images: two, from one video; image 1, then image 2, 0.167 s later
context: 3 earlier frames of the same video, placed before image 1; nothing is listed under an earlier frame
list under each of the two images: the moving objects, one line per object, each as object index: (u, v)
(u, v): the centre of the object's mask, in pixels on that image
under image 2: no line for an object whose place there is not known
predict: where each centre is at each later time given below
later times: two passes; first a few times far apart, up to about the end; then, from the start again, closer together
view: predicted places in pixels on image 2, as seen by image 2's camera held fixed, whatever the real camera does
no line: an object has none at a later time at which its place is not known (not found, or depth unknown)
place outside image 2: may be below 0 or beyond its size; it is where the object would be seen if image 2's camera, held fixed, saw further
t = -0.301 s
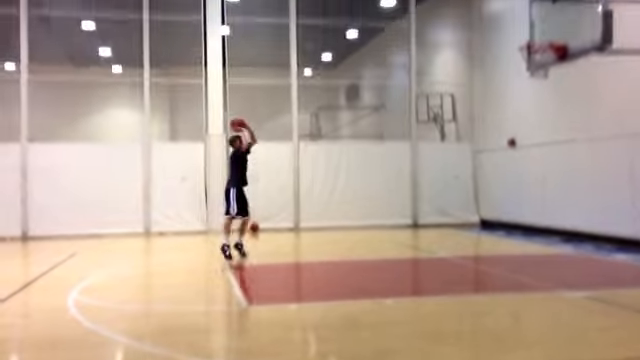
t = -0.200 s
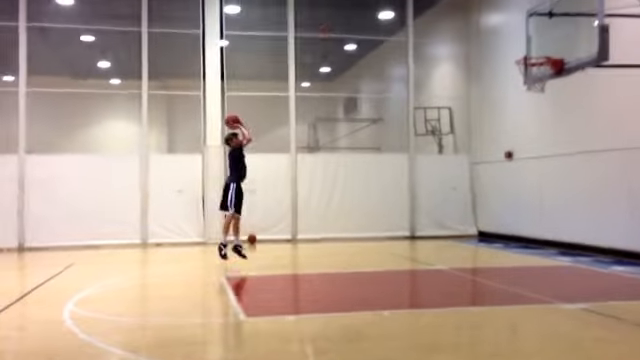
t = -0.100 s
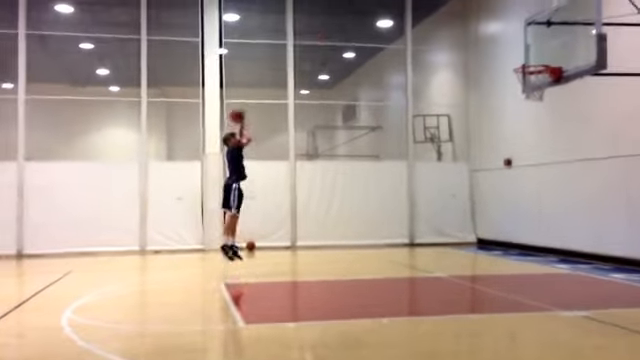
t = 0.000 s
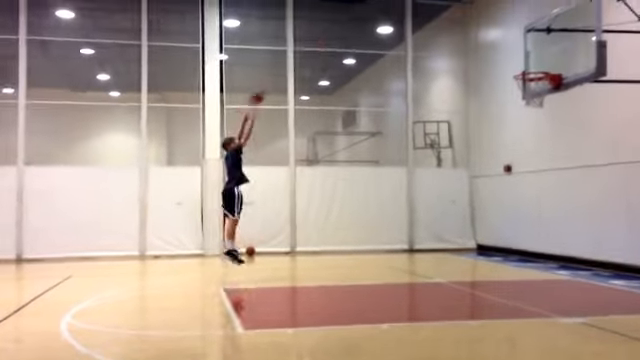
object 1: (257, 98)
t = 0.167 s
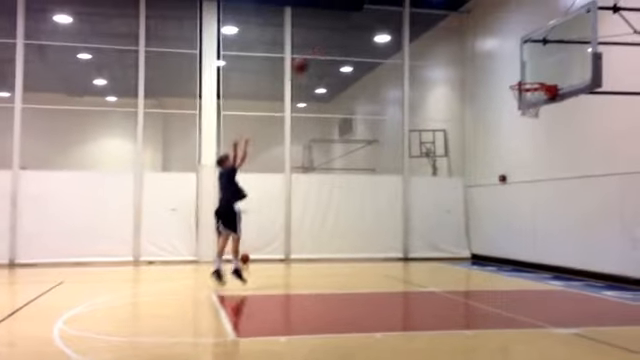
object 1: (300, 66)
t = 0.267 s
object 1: (329, 49)
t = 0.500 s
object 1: (400, 36)
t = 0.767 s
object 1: (487, 63)
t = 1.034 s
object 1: (525, 98)
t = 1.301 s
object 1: (515, 101)
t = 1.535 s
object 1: (532, 120)
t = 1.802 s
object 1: (554, 174)
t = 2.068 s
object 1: (577, 279)
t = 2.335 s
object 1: (587, 230)
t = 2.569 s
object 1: (595, 197)
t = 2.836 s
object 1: (606, 207)
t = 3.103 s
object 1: (617, 270)
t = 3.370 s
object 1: (625, 257)
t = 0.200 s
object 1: (310, 59)
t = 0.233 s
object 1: (319, 54)
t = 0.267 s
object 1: (329, 49)
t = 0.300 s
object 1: (337, 46)
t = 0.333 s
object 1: (349, 43)
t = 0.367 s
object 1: (359, 40)
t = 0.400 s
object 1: (368, 38)
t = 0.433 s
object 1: (377, 36)
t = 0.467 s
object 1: (392, 35)
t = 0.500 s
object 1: (400, 36)
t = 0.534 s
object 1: (411, 37)
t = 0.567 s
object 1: (421, 40)
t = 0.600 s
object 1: (433, 41)
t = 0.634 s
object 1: (442, 44)
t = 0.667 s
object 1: (454, 48)
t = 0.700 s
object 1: (464, 52)
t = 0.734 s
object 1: (476, 57)
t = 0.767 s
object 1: (487, 63)
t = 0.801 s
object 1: (498, 70)
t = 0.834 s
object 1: (509, 77)
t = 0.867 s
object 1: (519, 83)
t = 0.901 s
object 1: (526, 86)
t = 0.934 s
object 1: (535, 89)
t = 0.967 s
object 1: (534, 91)
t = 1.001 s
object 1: (528, 95)
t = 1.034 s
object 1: (525, 98)
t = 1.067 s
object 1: (522, 102)
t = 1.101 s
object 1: (519, 101)
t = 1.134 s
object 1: (517, 101)
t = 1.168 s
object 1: (516, 100)
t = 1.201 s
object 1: (515, 100)
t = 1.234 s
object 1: (515, 100)
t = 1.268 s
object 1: (515, 100)
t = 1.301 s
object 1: (515, 101)
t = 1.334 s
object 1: (516, 103)
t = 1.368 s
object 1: (517, 105)
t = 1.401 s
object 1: (520, 108)
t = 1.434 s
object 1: (523, 111)
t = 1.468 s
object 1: (526, 114)
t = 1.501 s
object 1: (529, 117)
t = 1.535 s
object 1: (532, 120)
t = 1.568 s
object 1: (535, 123)
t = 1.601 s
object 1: (538, 128)
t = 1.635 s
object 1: (540, 133)
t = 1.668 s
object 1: (543, 140)
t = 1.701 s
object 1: (545, 147)
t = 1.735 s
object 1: (548, 155)
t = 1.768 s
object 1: (551, 164)
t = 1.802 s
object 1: (554, 174)
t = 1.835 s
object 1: (557, 183)
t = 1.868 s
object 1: (560, 195)
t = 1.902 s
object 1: (563, 207)
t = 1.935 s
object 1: (565, 220)
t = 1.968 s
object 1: (568, 233)
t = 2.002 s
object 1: (571, 248)
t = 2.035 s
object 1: (574, 263)
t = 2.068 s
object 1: (577, 279)
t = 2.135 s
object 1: (580, 288)
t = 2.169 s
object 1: (581, 278)
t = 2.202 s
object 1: (582, 266)
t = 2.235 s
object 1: (583, 254)
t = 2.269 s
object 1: (585, 245)
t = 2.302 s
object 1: (586, 237)
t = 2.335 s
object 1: (587, 230)
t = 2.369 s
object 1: (588, 223)
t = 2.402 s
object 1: (589, 217)
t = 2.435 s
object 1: (590, 211)
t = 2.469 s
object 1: (591, 207)
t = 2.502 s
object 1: (592, 203)
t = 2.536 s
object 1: (594, 199)
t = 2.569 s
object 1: (595, 197)
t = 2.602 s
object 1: (596, 196)
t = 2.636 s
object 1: (598, 195)
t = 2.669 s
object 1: (599, 195)
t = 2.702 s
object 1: (600, 196)
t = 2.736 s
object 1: (601, 197)
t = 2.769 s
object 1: (603, 200)
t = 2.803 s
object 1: (604, 203)
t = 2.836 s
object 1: (606, 207)
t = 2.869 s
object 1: (607, 212)
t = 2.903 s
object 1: (608, 217)
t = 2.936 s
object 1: (609, 224)
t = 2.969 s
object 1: (611, 231)
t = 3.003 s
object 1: (612, 240)
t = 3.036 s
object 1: (614, 249)
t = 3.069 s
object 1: (615, 259)
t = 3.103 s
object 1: (617, 270)
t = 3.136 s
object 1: (619, 281)
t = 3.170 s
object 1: (619, 290)
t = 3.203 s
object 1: (620, 293)
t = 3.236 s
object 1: (621, 285)
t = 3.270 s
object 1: (621, 279)
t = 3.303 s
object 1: (623, 271)
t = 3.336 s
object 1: (624, 263)
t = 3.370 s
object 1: (625, 257)
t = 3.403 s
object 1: (626, 252)
